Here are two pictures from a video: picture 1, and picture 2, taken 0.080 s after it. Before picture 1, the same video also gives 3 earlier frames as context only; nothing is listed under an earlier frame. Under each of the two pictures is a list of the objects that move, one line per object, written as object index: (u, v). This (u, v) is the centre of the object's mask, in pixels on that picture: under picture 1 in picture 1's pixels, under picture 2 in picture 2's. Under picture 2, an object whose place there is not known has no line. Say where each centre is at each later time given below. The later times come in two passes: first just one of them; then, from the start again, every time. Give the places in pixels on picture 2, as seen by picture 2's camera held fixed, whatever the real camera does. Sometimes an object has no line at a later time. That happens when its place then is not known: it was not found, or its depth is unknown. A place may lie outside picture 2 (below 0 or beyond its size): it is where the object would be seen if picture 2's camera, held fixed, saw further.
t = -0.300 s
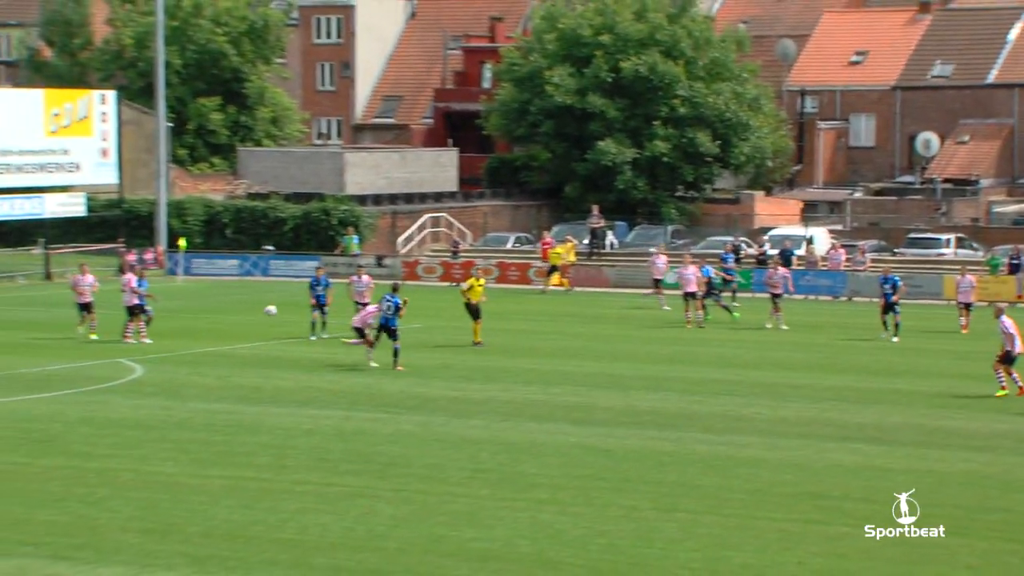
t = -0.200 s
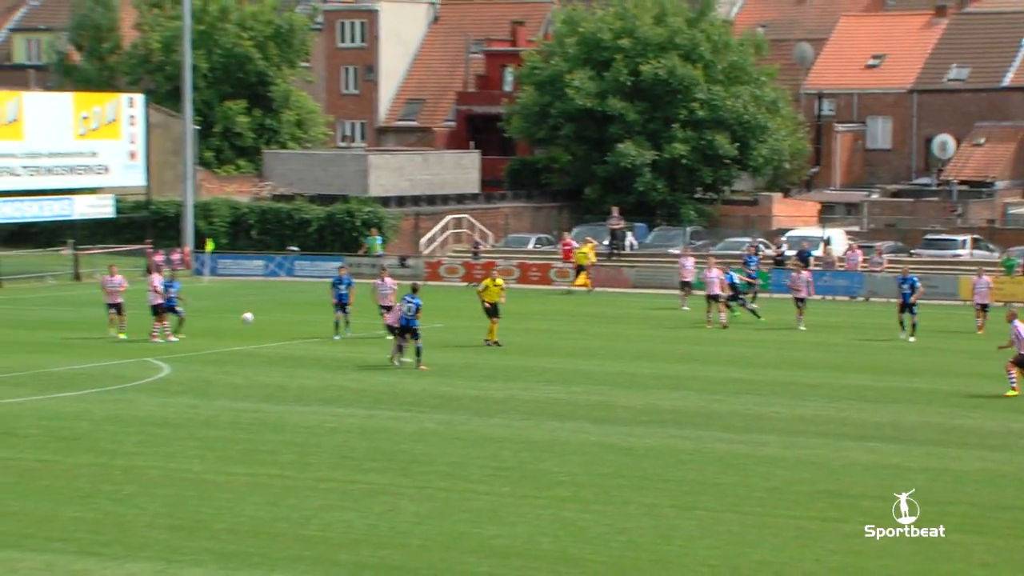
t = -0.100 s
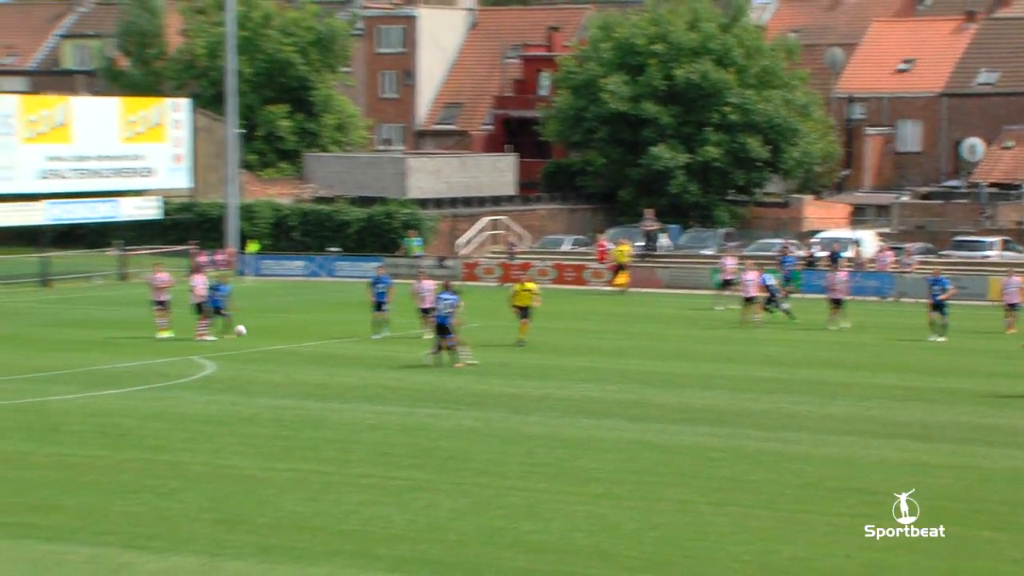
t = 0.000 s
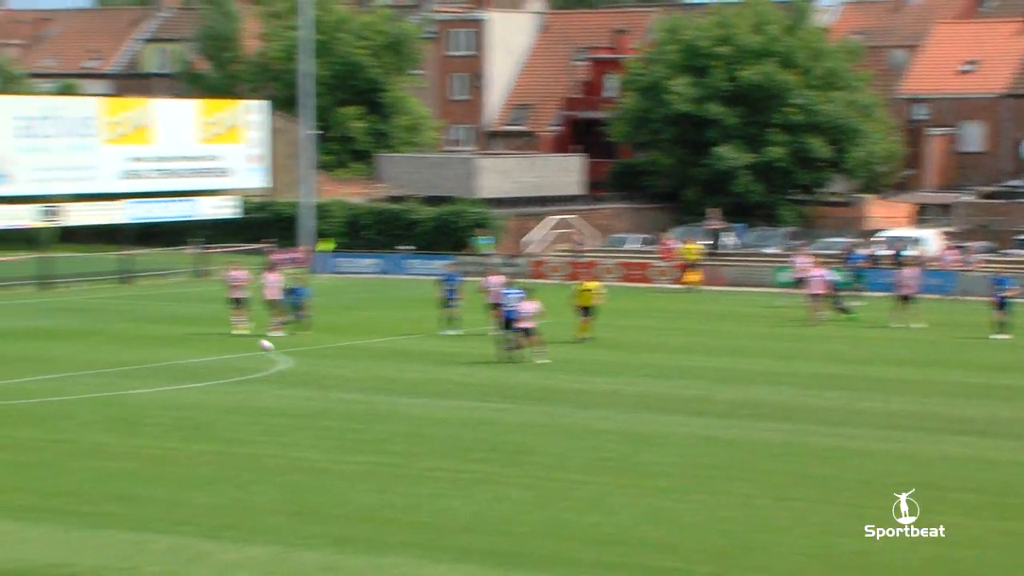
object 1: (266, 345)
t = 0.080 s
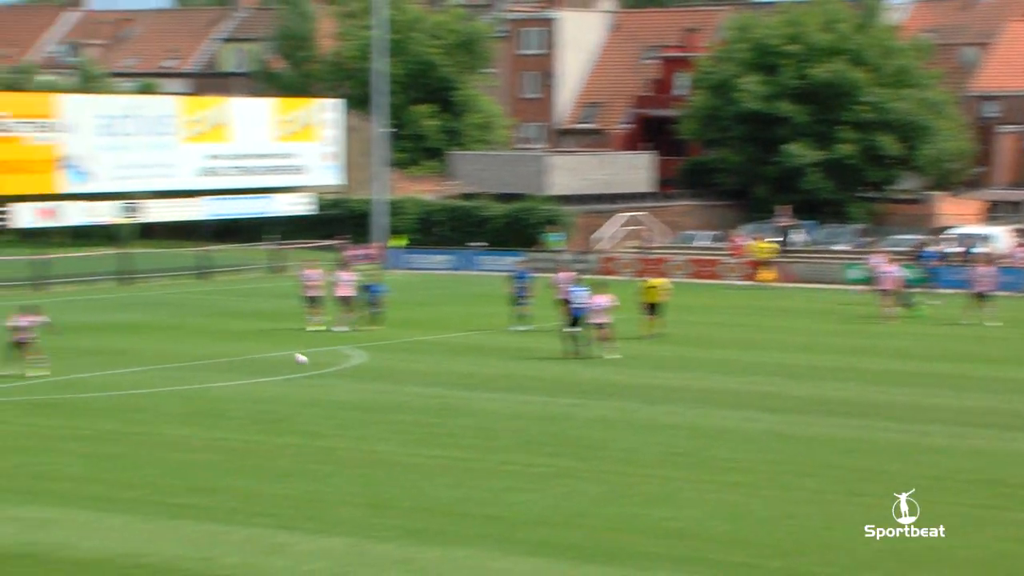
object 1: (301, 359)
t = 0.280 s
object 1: (222, 361)
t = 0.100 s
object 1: (290, 364)
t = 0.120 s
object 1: (280, 370)
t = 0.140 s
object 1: (271, 377)
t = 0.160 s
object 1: (263, 378)
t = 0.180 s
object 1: (256, 375)
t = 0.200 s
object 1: (249, 372)
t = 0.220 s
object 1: (243, 368)
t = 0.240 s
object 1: (236, 366)
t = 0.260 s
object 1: (229, 364)
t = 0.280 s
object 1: (222, 361)
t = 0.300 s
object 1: (215, 359)
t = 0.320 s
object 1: (208, 357)
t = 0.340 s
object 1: (202, 356)
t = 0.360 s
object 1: (194, 355)
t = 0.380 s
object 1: (187, 354)
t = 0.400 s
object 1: (180, 353)
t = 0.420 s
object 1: (173, 352)
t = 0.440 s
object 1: (165, 352)
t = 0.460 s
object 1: (158, 352)
